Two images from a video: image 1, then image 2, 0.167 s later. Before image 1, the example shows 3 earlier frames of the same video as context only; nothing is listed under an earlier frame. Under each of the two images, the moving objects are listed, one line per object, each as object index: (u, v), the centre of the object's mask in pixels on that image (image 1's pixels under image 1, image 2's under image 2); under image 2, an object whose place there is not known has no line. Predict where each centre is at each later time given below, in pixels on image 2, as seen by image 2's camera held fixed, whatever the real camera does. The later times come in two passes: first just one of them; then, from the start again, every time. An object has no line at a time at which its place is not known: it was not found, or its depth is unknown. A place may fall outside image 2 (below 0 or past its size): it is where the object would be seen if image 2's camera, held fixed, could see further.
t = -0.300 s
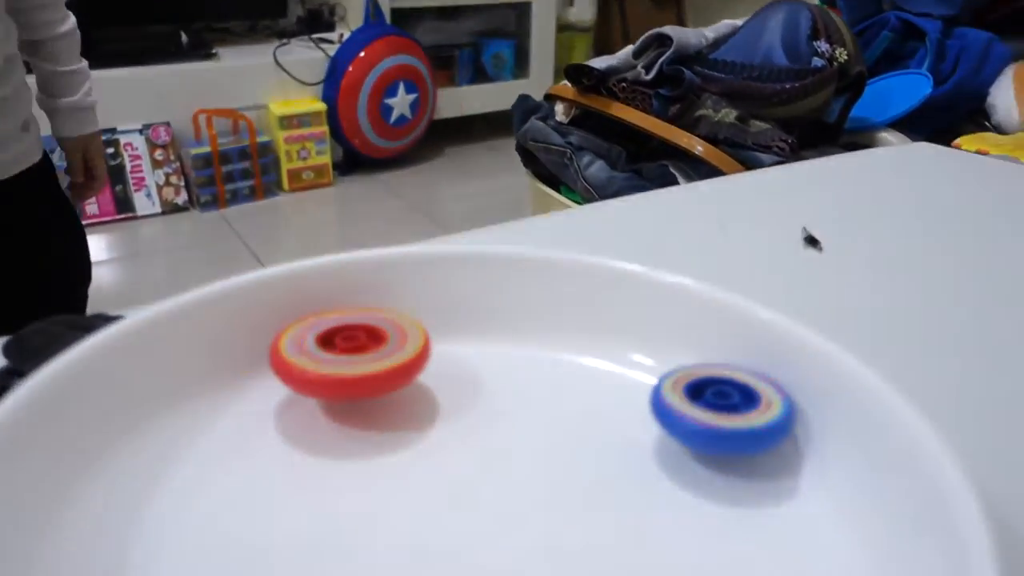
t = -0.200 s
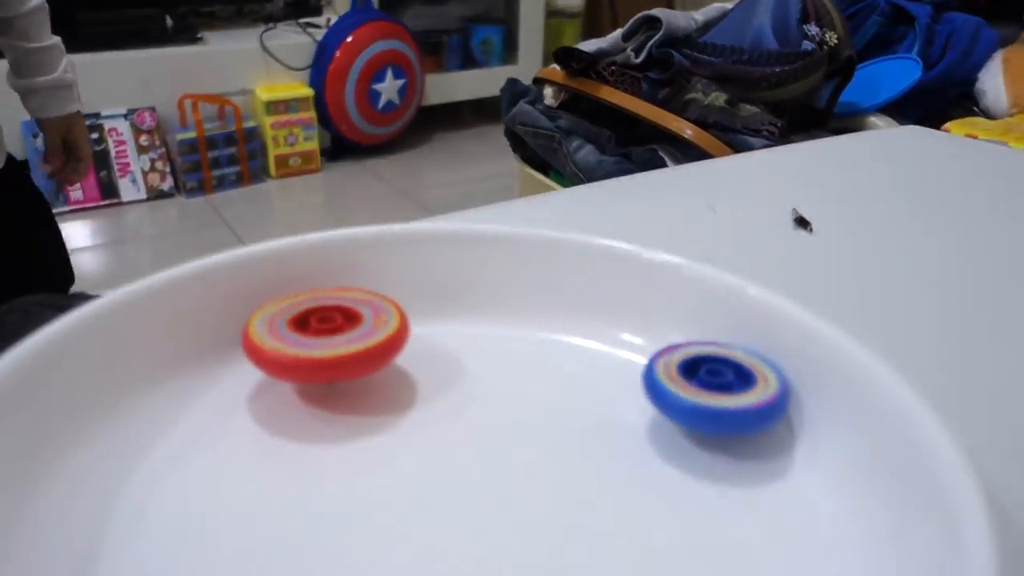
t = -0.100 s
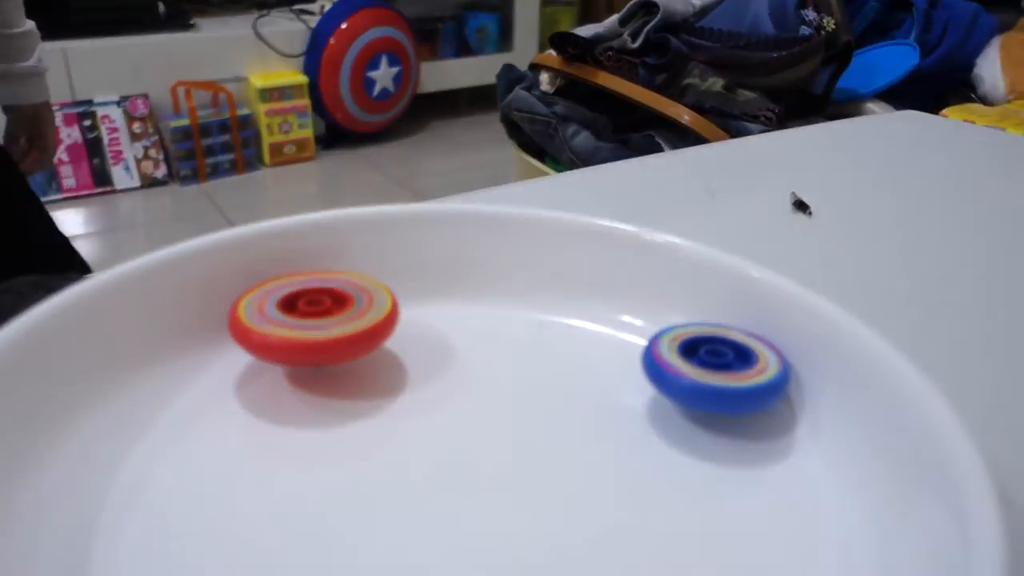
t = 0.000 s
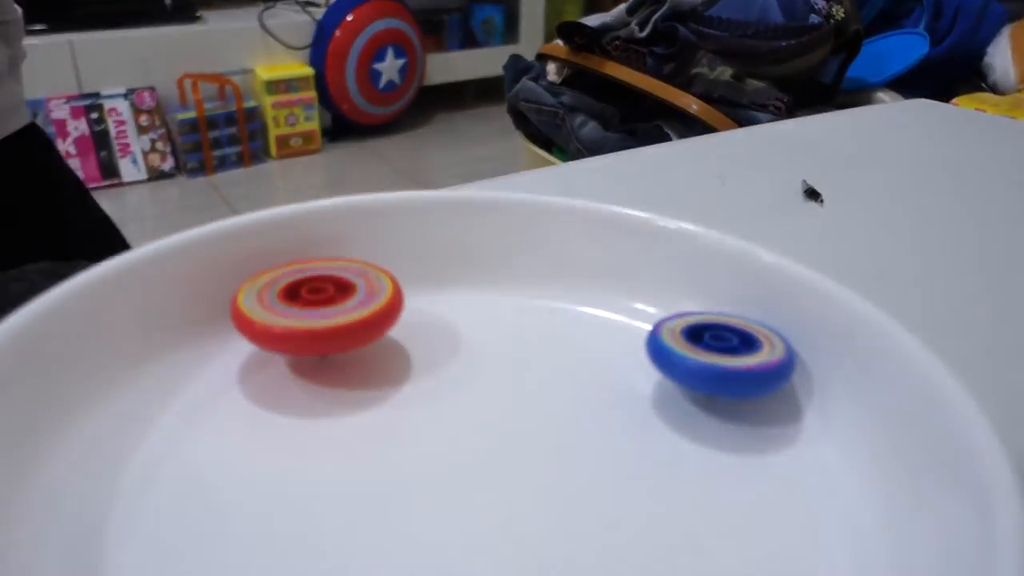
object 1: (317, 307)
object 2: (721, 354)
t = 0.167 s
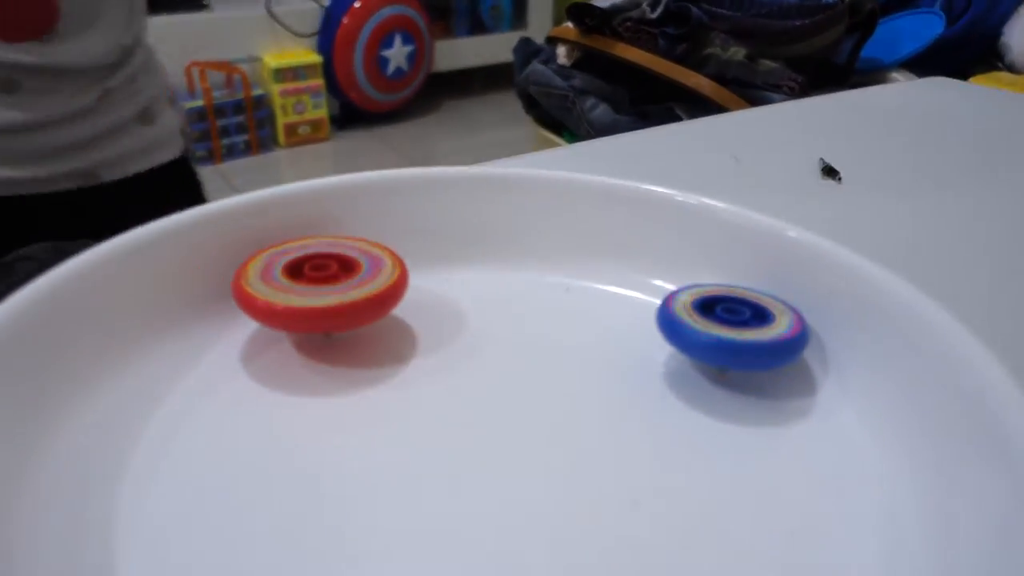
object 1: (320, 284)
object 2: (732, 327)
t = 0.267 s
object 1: (315, 282)
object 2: (731, 324)
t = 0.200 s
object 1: (318, 284)
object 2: (732, 327)
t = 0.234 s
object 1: (317, 283)
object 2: (732, 325)
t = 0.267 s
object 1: (315, 282)
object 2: (731, 324)
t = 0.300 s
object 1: (314, 282)
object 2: (732, 323)
